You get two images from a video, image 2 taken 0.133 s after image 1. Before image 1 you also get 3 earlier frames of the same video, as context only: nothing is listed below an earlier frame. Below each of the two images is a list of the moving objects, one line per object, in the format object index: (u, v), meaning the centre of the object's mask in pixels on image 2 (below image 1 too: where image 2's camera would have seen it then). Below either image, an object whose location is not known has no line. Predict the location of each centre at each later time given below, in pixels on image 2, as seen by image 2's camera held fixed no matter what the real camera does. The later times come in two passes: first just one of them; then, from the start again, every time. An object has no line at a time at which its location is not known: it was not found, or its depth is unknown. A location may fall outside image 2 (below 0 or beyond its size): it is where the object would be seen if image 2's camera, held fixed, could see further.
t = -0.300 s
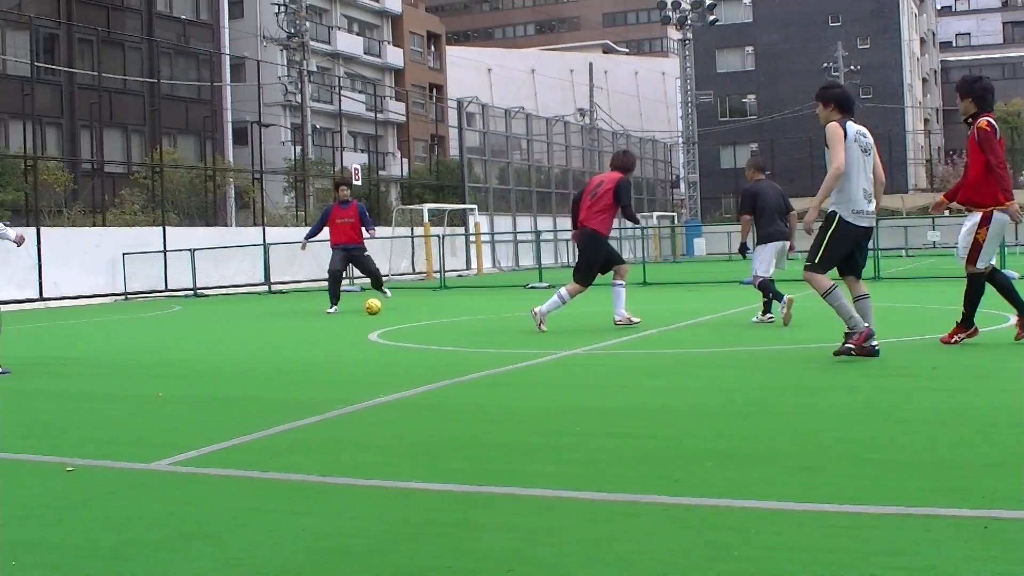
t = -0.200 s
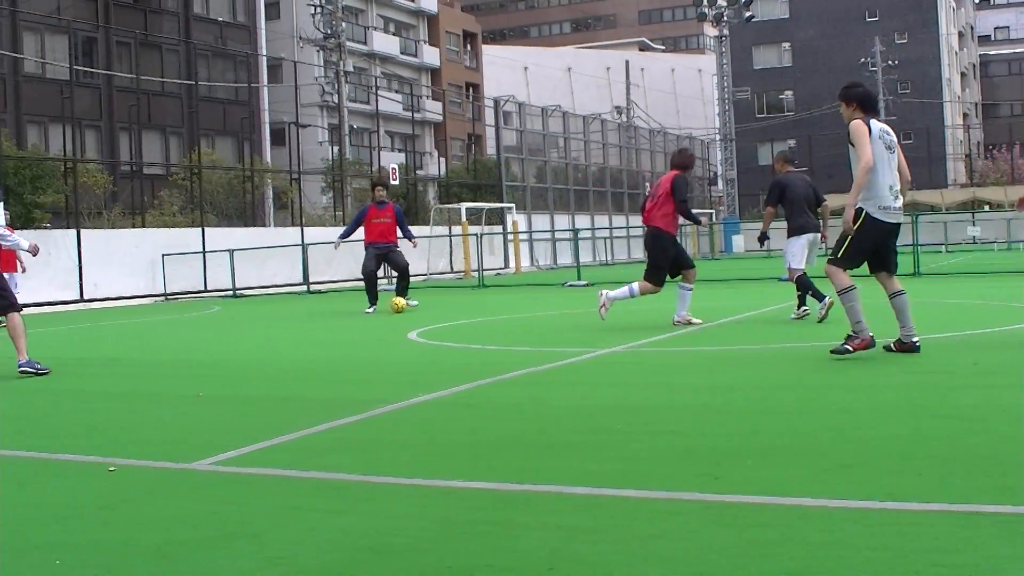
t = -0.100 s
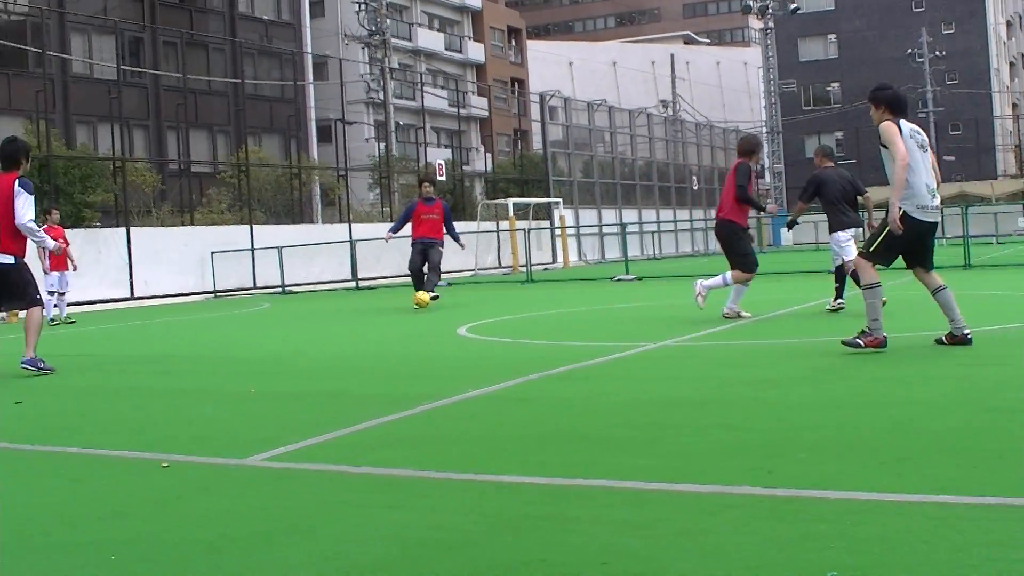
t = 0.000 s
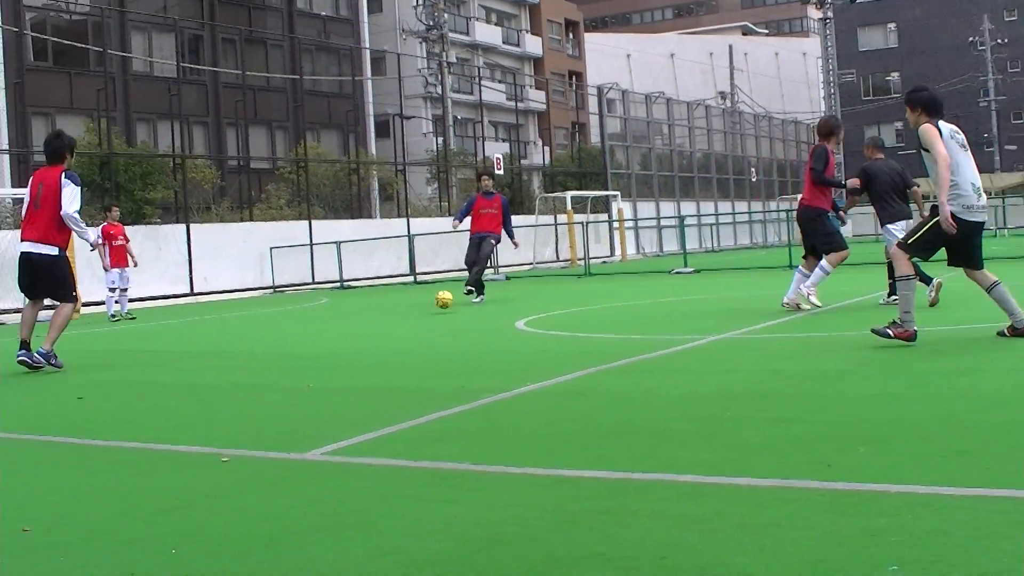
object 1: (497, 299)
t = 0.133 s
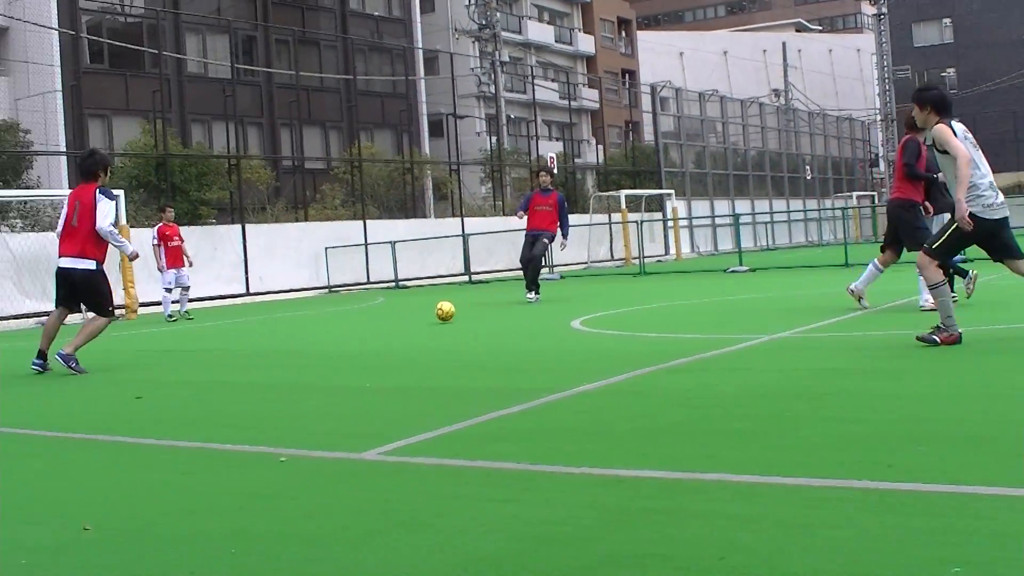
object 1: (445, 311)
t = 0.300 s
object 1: (368, 326)
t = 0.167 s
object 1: (430, 313)
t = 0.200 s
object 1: (416, 317)
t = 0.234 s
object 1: (400, 321)
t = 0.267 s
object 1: (385, 323)
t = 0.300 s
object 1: (368, 326)
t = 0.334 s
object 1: (351, 330)
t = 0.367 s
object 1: (334, 332)
